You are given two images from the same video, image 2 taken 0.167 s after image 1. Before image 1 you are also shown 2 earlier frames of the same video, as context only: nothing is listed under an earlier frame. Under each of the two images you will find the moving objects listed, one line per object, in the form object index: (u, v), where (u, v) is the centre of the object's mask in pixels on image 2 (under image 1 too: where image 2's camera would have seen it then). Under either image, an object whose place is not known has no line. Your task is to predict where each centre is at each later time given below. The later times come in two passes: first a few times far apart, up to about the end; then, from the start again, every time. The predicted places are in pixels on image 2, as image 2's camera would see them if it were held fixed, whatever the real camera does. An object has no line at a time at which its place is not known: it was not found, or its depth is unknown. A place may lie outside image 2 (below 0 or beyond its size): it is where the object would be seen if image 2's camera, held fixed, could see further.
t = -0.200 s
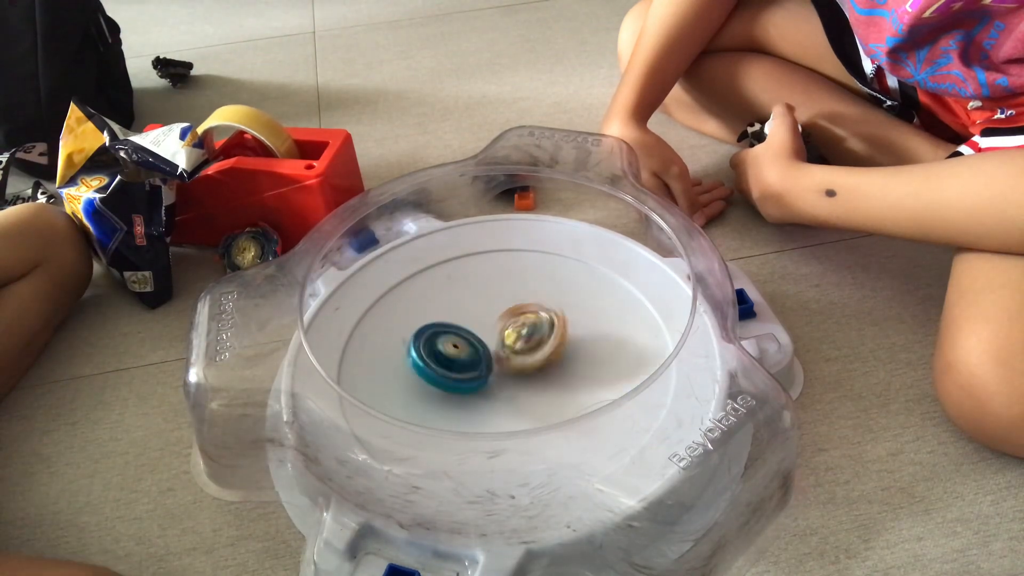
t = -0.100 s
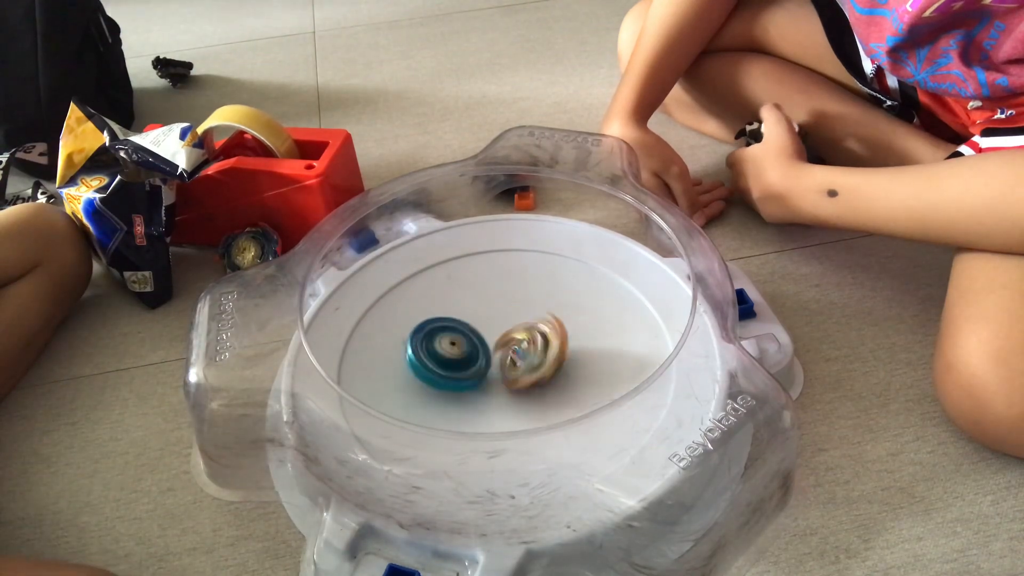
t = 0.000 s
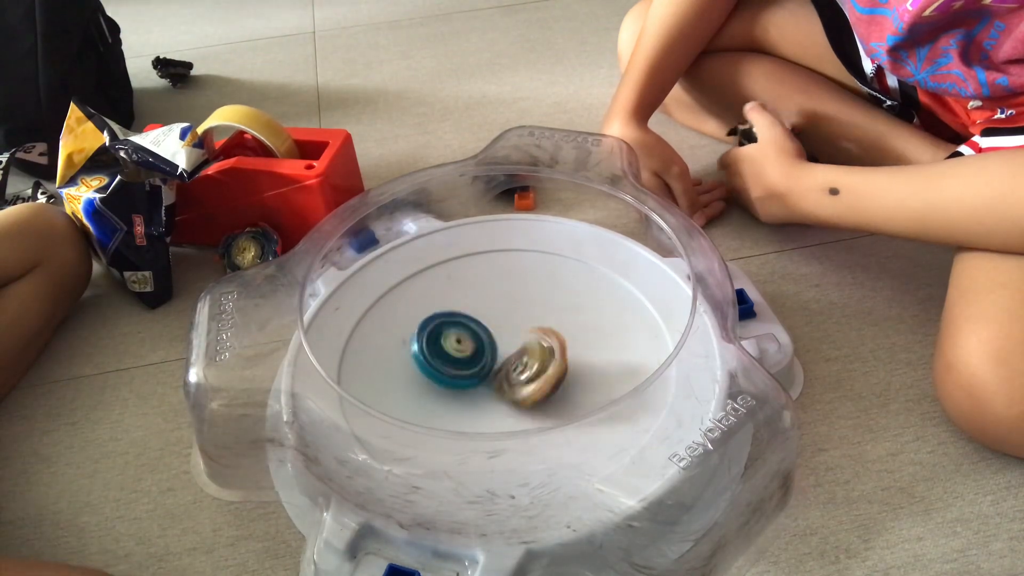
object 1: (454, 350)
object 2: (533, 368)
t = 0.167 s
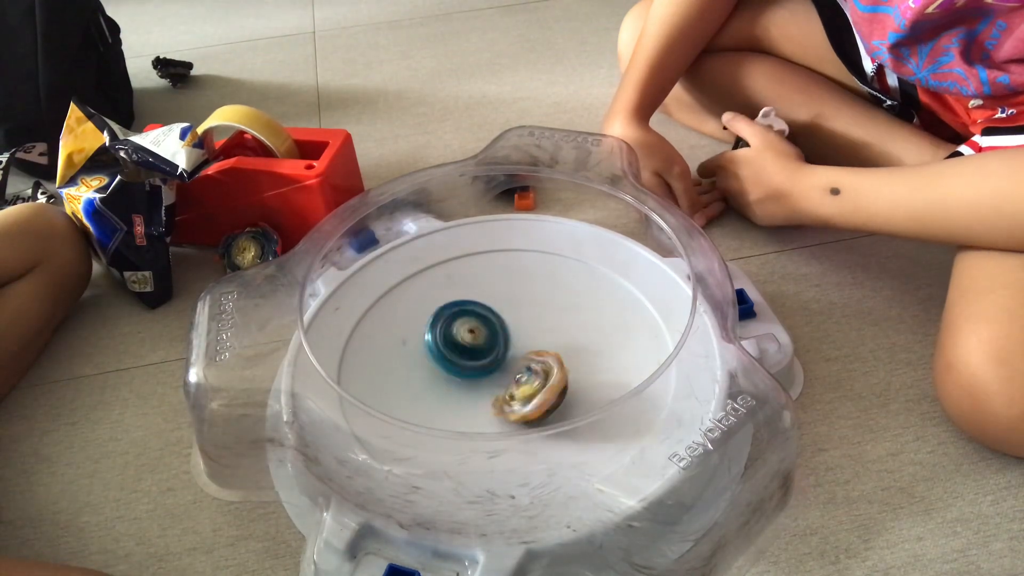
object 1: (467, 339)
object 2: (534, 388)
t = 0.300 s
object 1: (485, 330)
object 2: (530, 396)
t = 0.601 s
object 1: (522, 324)
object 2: (520, 393)
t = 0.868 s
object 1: (539, 331)
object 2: (476, 389)
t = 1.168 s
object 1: (539, 363)
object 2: (461, 384)
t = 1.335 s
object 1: (540, 373)
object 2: (465, 375)
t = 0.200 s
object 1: (472, 337)
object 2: (532, 391)
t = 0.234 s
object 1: (476, 334)
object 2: (530, 394)
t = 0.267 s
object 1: (480, 332)
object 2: (530, 395)
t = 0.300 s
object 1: (485, 330)
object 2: (530, 396)
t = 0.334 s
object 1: (490, 328)
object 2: (530, 394)
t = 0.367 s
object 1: (495, 327)
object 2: (529, 396)
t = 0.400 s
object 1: (500, 324)
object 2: (529, 396)
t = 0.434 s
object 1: (505, 323)
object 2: (529, 395)
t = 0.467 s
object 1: (509, 323)
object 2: (528, 396)
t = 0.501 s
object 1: (513, 324)
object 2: (527, 396)
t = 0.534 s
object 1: (516, 323)
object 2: (525, 394)
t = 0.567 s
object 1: (519, 324)
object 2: (523, 394)
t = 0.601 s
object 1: (522, 324)
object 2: (520, 393)
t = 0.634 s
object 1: (524, 325)
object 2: (517, 391)
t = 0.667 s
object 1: (526, 326)
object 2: (514, 390)
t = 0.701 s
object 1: (530, 325)
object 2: (509, 390)
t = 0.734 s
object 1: (532, 326)
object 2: (504, 388)
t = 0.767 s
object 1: (534, 327)
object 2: (498, 387)
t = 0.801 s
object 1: (537, 326)
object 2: (489, 389)
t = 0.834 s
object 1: (538, 329)
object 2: (482, 390)
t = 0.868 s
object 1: (539, 331)
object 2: (476, 389)
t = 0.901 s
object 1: (541, 333)
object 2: (471, 388)
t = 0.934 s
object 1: (541, 335)
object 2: (468, 387)
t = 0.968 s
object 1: (540, 338)
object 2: (465, 385)
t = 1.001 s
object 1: (539, 345)
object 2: (464, 385)
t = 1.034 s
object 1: (539, 349)
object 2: (465, 387)
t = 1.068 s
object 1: (540, 354)
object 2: (462, 385)
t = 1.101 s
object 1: (540, 357)
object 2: (460, 386)
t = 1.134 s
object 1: (539, 360)
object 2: (460, 385)
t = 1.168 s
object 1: (539, 363)
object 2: (461, 384)
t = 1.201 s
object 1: (540, 366)
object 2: (462, 382)
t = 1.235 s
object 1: (542, 368)
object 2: (462, 381)
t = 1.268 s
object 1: (542, 369)
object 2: (463, 379)
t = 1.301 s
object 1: (542, 371)
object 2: (464, 377)
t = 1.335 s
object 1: (540, 373)
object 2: (465, 375)
